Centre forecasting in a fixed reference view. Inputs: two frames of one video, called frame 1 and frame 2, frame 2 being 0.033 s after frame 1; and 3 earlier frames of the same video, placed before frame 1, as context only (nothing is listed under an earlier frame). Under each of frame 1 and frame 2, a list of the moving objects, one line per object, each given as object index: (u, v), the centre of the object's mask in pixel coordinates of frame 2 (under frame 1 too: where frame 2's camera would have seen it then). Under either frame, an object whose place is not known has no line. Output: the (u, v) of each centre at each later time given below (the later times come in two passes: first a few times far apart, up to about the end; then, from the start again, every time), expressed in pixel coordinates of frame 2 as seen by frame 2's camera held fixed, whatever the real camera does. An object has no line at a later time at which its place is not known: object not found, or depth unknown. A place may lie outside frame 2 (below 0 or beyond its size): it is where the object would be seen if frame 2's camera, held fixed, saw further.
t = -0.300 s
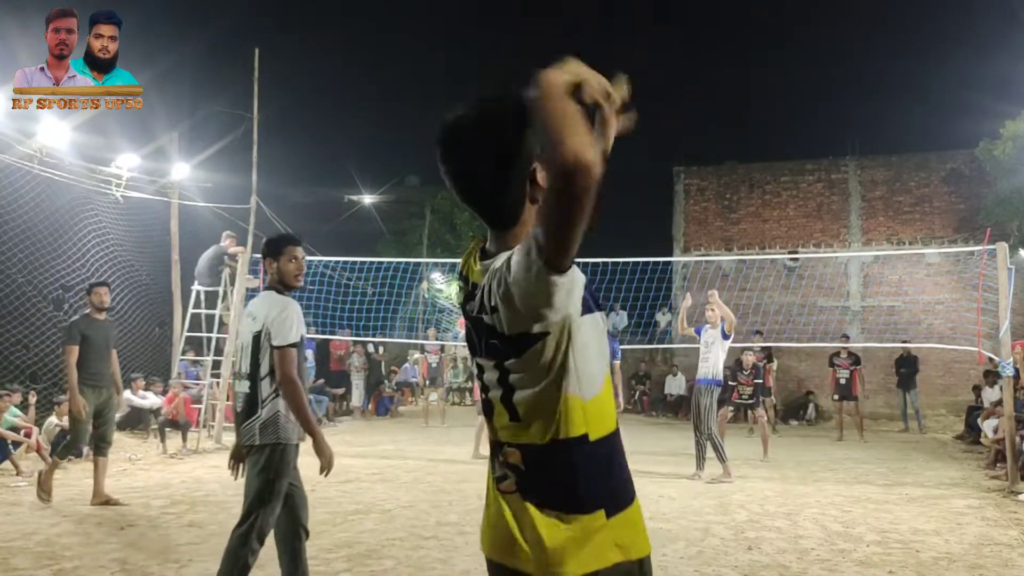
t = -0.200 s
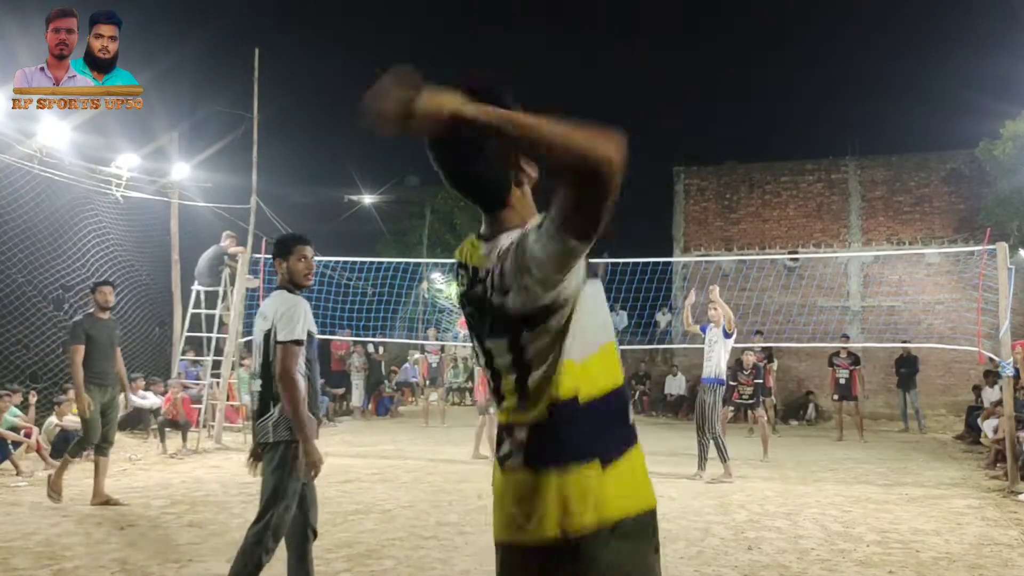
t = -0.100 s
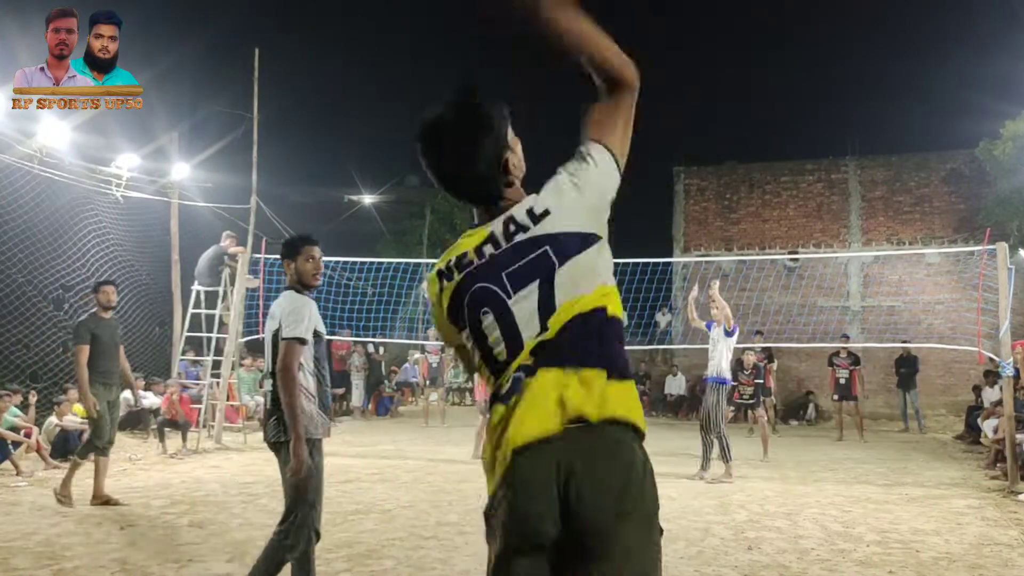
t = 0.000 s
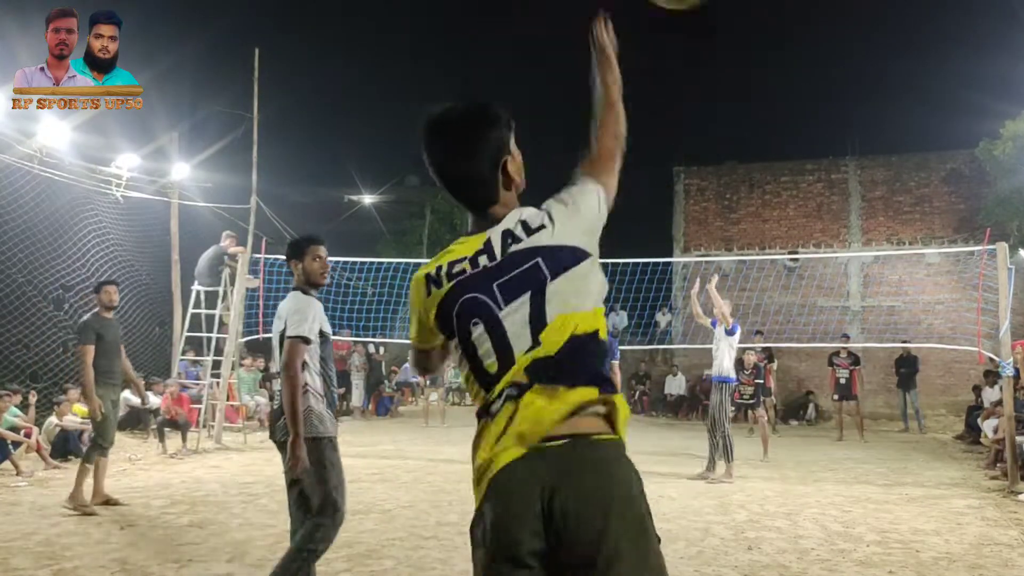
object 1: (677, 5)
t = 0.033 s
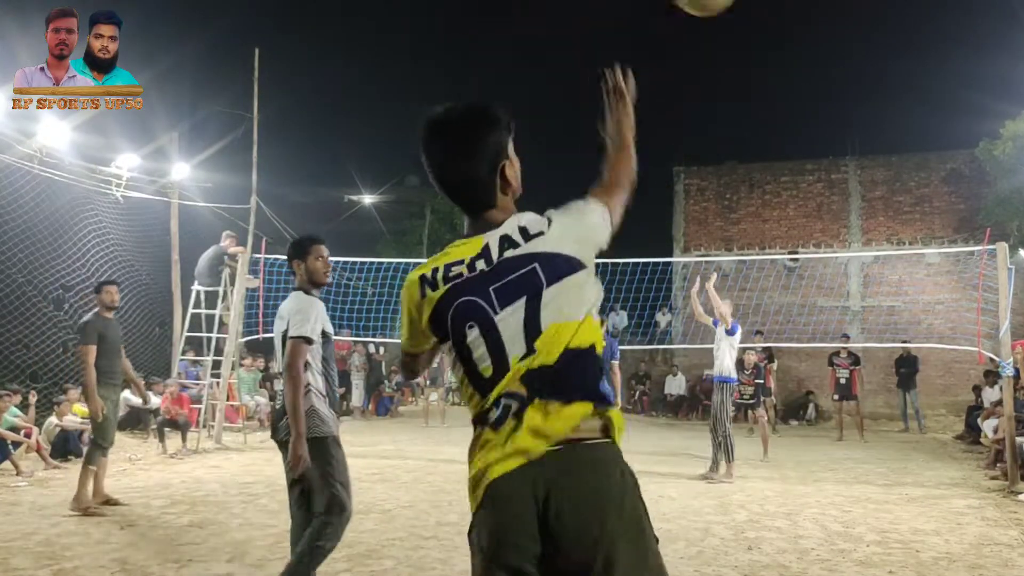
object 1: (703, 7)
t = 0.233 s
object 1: (782, 59)
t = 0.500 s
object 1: (812, 165)
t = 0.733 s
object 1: (826, 255)
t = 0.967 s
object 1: (825, 353)
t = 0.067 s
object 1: (725, 11)
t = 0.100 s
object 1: (742, 15)
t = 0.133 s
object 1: (755, 21)
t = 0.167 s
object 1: (766, 33)
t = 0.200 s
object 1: (774, 46)
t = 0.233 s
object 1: (782, 59)
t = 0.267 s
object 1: (788, 72)
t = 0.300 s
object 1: (793, 85)
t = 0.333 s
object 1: (798, 98)
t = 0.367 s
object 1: (801, 112)
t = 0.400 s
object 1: (805, 125)
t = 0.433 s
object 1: (807, 138)
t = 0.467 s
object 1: (810, 152)
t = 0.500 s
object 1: (812, 165)
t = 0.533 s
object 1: (814, 178)
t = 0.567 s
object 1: (816, 191)
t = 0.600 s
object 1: (817, 205)
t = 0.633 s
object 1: (819, 217)
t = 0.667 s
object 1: (820, 230)
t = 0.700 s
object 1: (821, 242)
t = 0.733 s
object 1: (826, 255)
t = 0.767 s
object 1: (826, 269)
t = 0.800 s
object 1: (826, 282)
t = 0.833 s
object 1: (827, 298)
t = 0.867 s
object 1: (826, 311)
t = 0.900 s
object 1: (826, 324)
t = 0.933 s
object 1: (826, 337)
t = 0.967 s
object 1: (825, 353)
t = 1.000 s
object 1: (825, 368)
